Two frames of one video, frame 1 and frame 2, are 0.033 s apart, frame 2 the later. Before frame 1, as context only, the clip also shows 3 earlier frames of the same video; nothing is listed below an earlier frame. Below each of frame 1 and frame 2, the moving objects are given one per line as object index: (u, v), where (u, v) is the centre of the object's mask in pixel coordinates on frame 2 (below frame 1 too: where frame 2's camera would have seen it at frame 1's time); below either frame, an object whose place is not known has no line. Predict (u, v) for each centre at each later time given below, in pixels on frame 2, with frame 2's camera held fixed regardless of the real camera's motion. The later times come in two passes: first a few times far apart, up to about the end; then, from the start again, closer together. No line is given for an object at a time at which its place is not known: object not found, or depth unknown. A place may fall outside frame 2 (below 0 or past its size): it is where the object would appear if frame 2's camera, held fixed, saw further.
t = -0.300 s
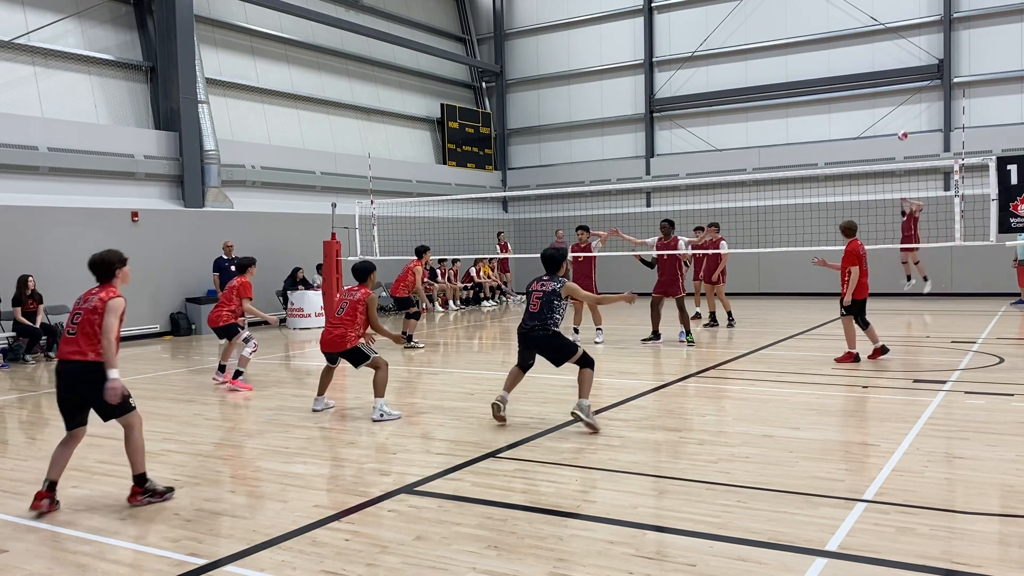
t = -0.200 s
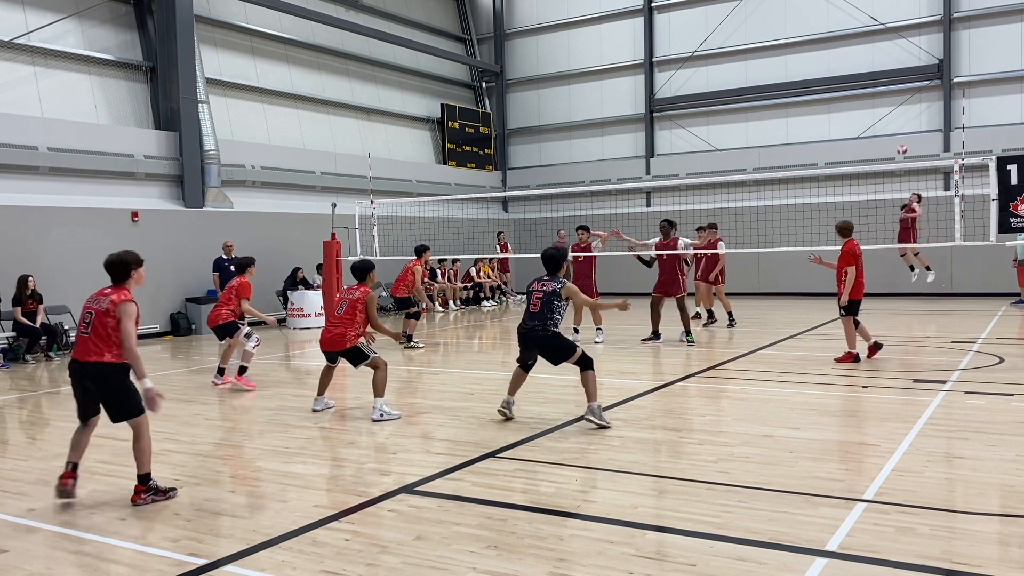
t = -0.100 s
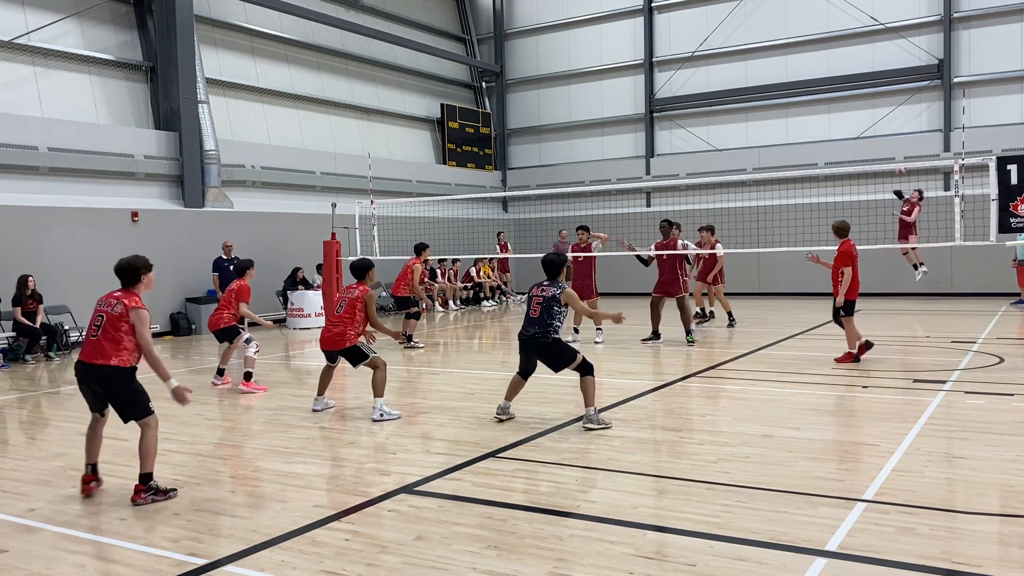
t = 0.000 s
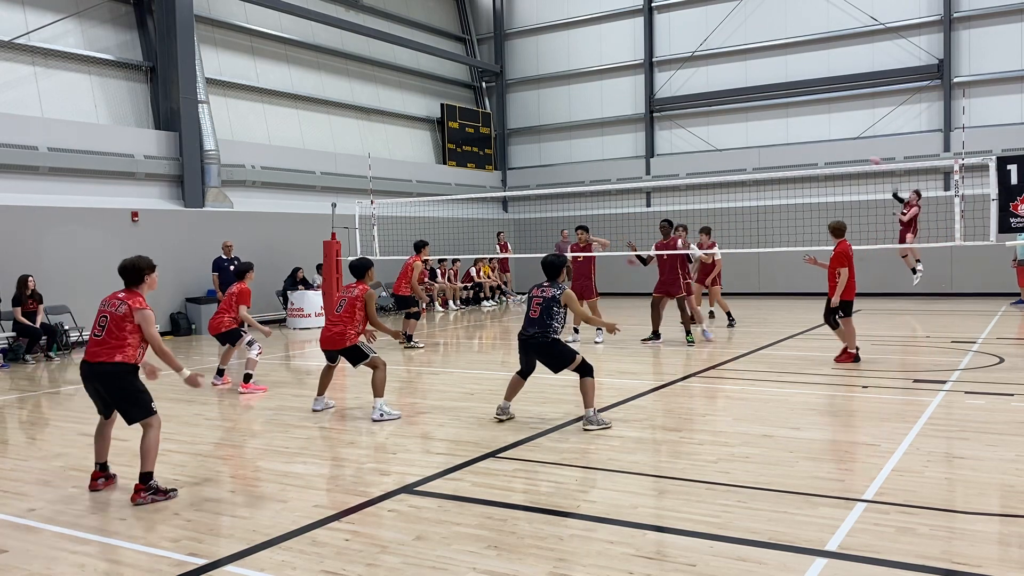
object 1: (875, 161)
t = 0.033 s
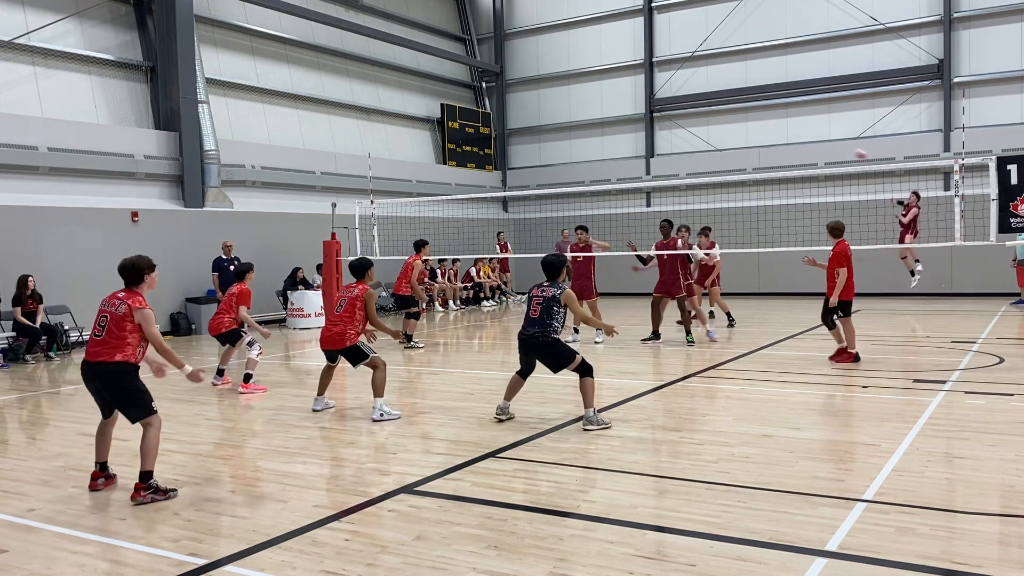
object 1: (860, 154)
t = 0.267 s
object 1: (742, 108)
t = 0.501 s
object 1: (589, 97)
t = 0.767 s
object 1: (357, 130)
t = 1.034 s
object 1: (30, 251)
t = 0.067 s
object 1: (847, 147)
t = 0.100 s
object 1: (830, 139)
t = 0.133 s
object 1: (813, 132)
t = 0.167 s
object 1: (796, 126)
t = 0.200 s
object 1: (779, 120)
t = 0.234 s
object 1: (760, 114)
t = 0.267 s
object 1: (742, 108)
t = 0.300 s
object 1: (722, 105)
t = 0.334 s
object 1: (701, 101)
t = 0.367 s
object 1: (682, 100)
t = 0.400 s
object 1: (659, 98)
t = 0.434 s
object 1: (636, 97)
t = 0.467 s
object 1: (614, 97)
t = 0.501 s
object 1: (589, 97)
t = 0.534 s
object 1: (565, 99)
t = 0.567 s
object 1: (538, 99)
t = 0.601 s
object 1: (511, 102)
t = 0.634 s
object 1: (483, 106)
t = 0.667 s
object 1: (453, 111)
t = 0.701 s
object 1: (423, 117)
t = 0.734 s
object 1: (390, 122)
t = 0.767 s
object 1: (357, 130)
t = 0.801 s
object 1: (323, 140)
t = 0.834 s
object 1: (285, 150)
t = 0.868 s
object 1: (248, 162)
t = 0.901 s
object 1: (208, 177)
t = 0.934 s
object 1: (167, 192)
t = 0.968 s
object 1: (121, 210)
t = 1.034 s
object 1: (30, 251)
